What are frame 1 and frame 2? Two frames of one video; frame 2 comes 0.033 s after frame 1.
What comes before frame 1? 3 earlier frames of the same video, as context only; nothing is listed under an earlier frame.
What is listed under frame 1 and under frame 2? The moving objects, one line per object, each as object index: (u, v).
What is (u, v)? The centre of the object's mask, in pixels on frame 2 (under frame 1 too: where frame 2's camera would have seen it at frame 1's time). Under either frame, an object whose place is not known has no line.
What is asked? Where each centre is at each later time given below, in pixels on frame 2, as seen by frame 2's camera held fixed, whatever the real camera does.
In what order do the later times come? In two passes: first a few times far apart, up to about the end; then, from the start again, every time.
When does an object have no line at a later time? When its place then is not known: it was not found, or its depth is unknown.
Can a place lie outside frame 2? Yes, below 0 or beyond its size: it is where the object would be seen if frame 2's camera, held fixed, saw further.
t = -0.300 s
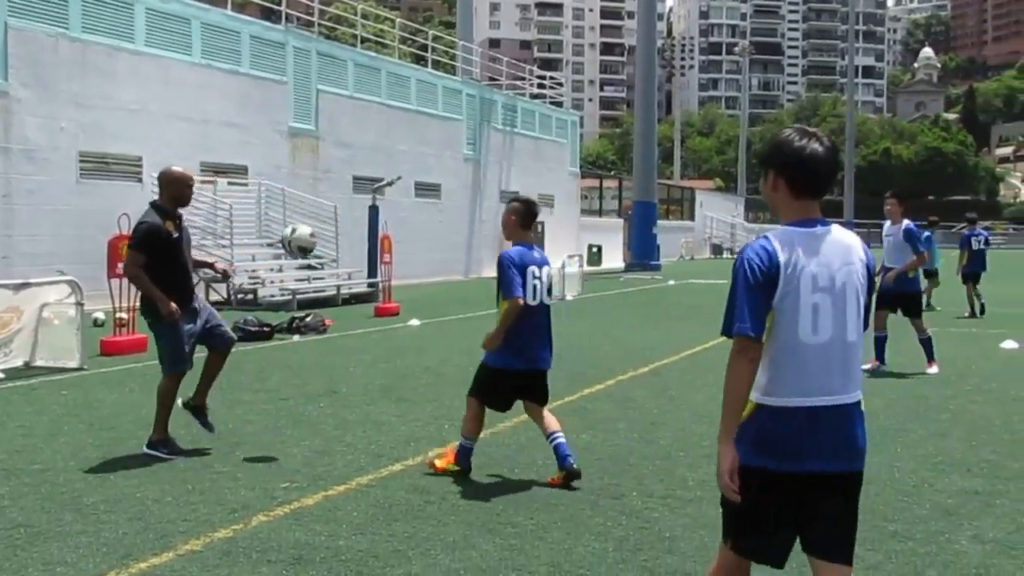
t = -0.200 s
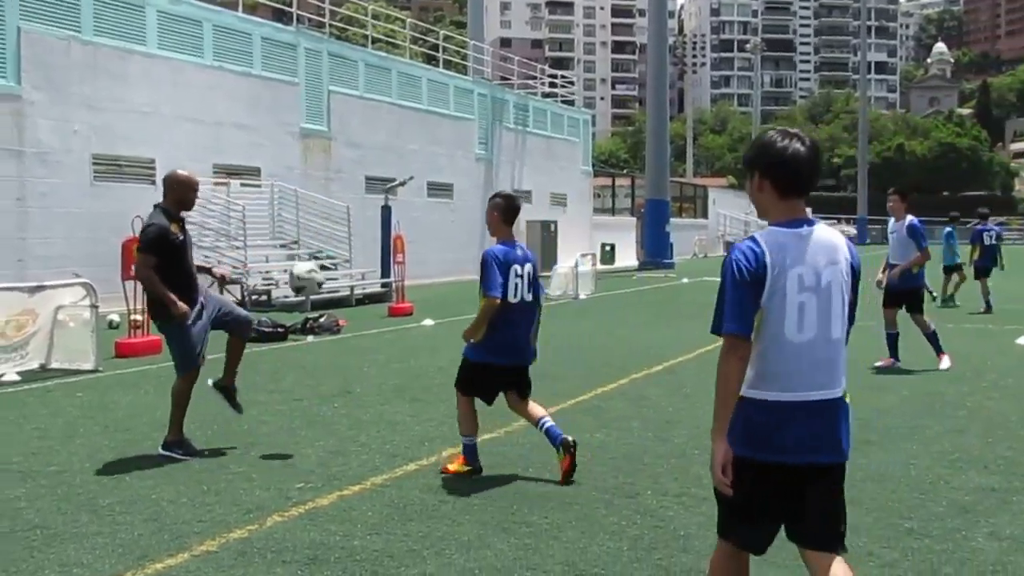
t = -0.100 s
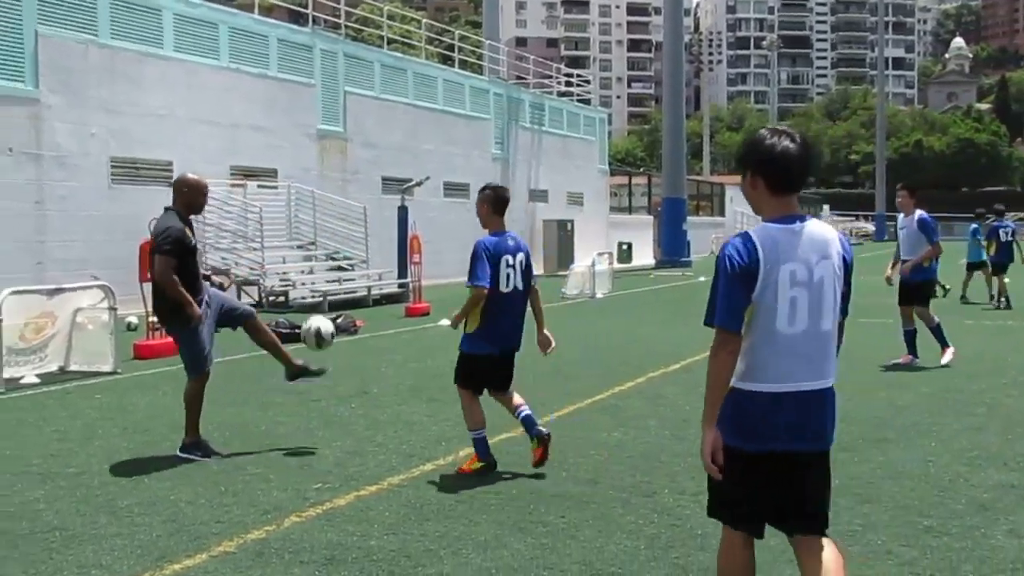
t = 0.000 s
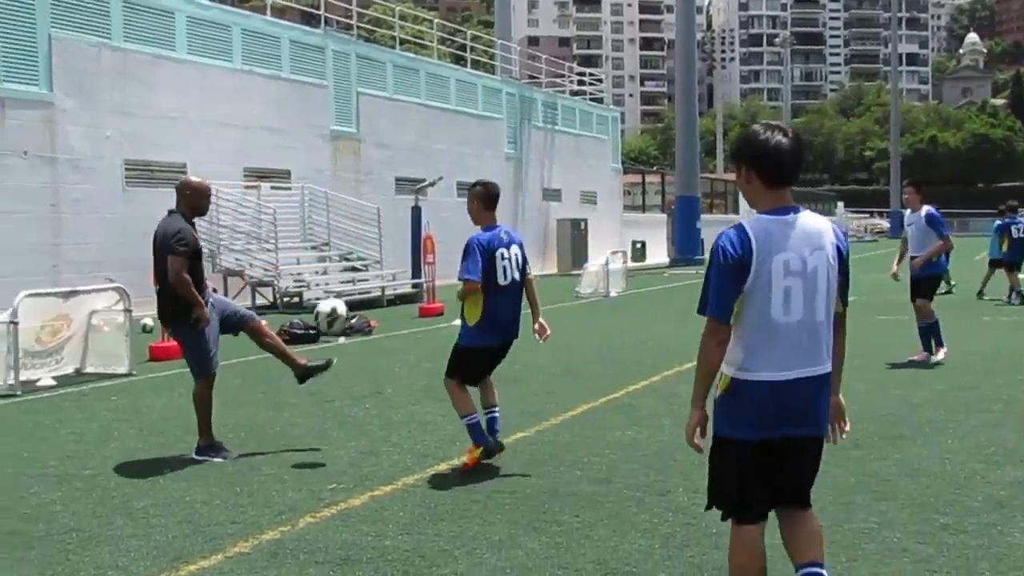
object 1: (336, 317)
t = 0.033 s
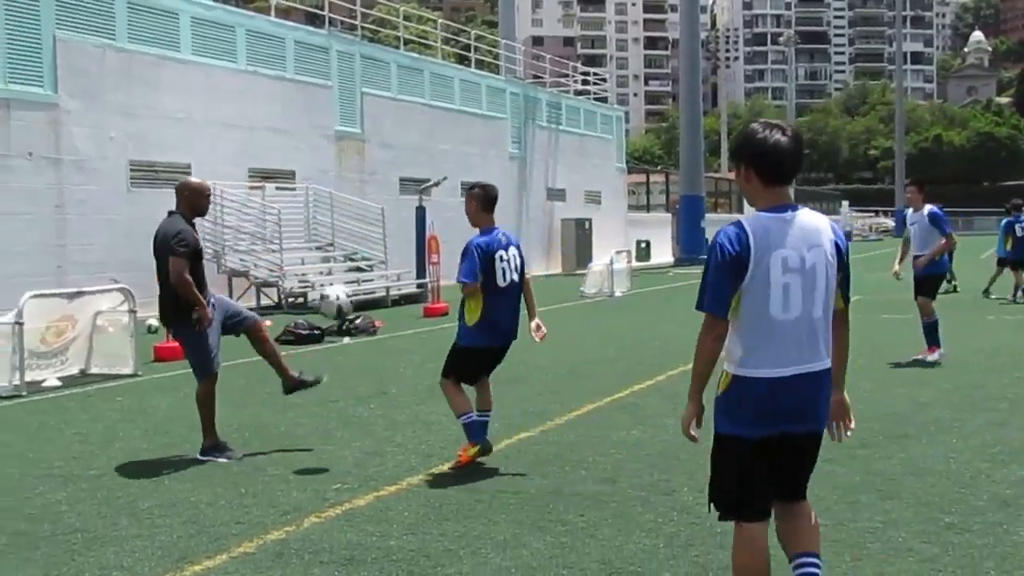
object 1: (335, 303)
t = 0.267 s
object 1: (335, 254)
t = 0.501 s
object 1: (333, 309)
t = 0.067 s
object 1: (336, 292)
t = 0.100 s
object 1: (336, 280)
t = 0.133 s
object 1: (336, 272)
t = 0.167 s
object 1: (336, 264)
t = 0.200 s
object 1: (335, 259)
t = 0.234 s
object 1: (335, 255)
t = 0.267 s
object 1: (335, 254)
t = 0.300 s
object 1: (335, 254)
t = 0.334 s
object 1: (334, 256)
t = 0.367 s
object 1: (334, 261)
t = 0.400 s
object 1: (334, 269)
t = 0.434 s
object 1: (333, 280)
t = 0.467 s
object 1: (334, 293)
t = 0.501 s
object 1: (333, 309)
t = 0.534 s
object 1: (337, 332)
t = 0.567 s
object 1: (338, 358)
